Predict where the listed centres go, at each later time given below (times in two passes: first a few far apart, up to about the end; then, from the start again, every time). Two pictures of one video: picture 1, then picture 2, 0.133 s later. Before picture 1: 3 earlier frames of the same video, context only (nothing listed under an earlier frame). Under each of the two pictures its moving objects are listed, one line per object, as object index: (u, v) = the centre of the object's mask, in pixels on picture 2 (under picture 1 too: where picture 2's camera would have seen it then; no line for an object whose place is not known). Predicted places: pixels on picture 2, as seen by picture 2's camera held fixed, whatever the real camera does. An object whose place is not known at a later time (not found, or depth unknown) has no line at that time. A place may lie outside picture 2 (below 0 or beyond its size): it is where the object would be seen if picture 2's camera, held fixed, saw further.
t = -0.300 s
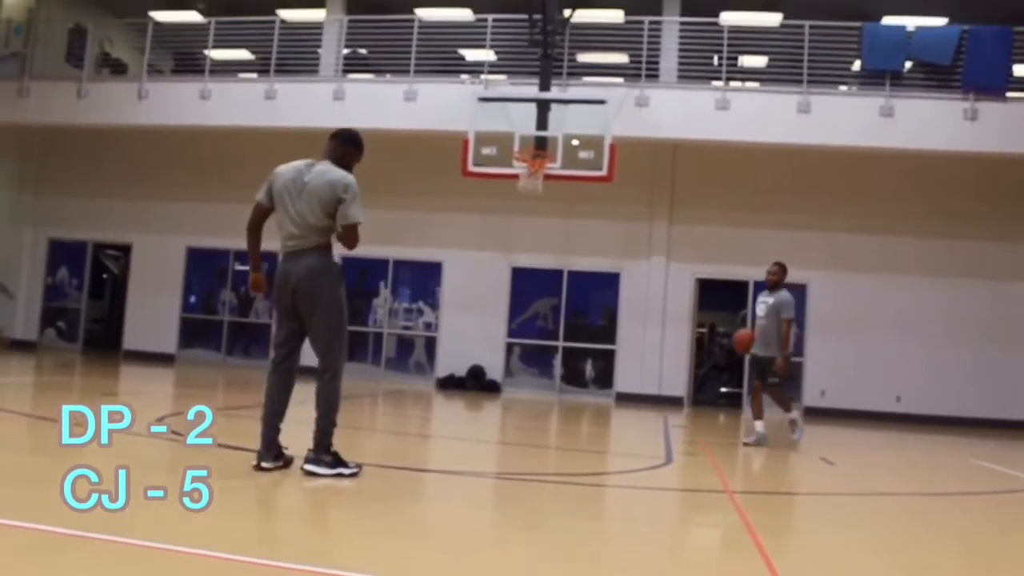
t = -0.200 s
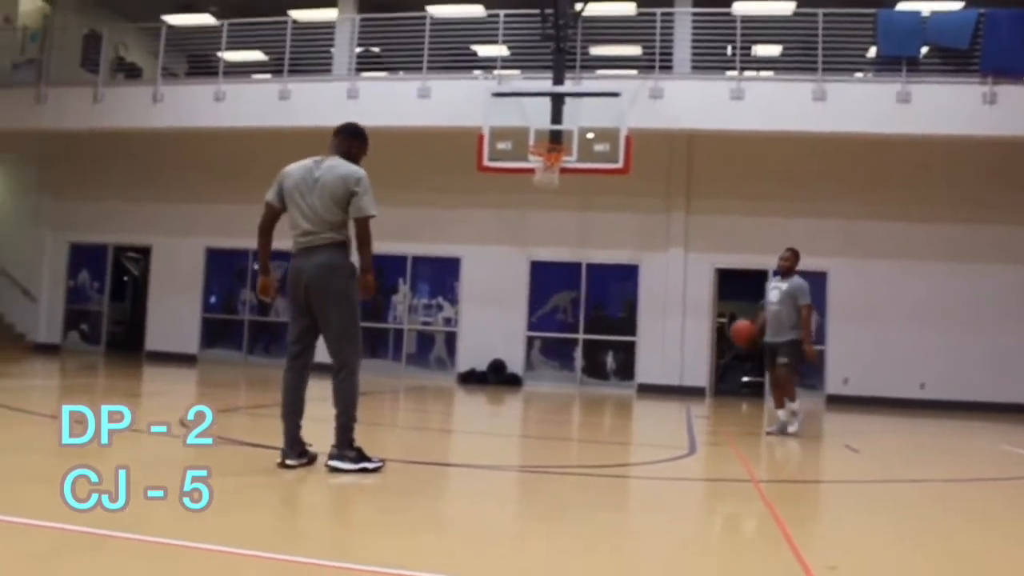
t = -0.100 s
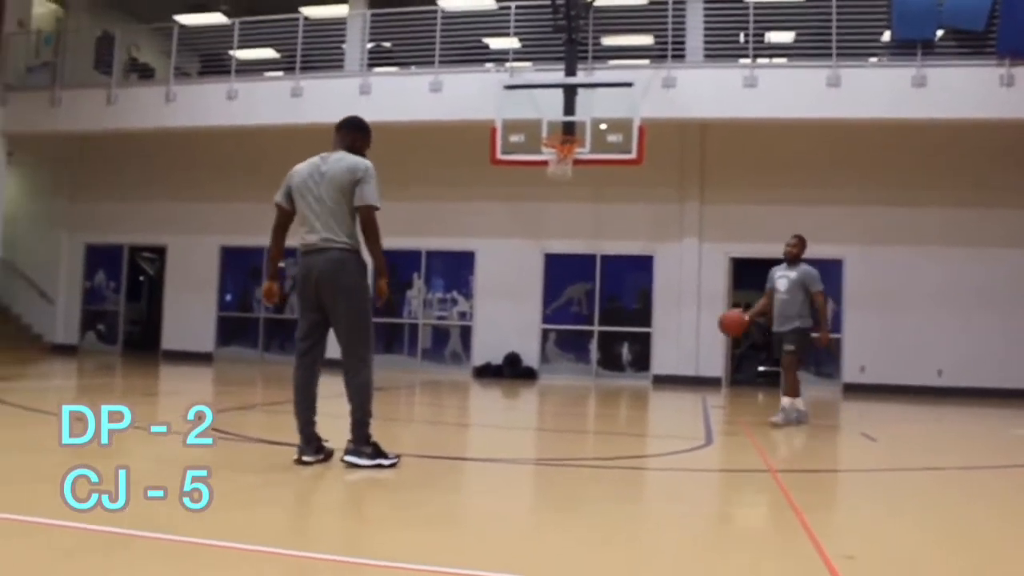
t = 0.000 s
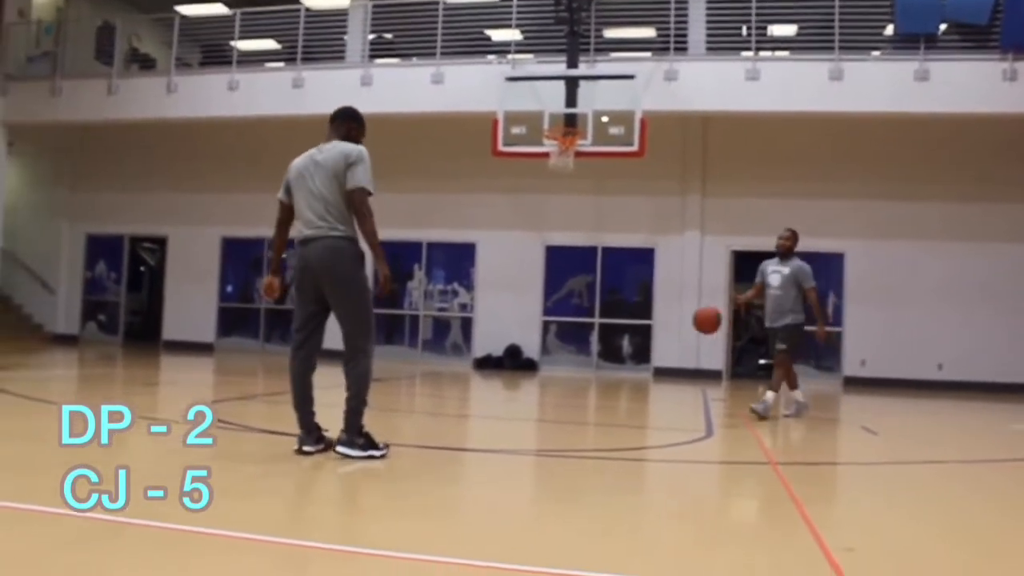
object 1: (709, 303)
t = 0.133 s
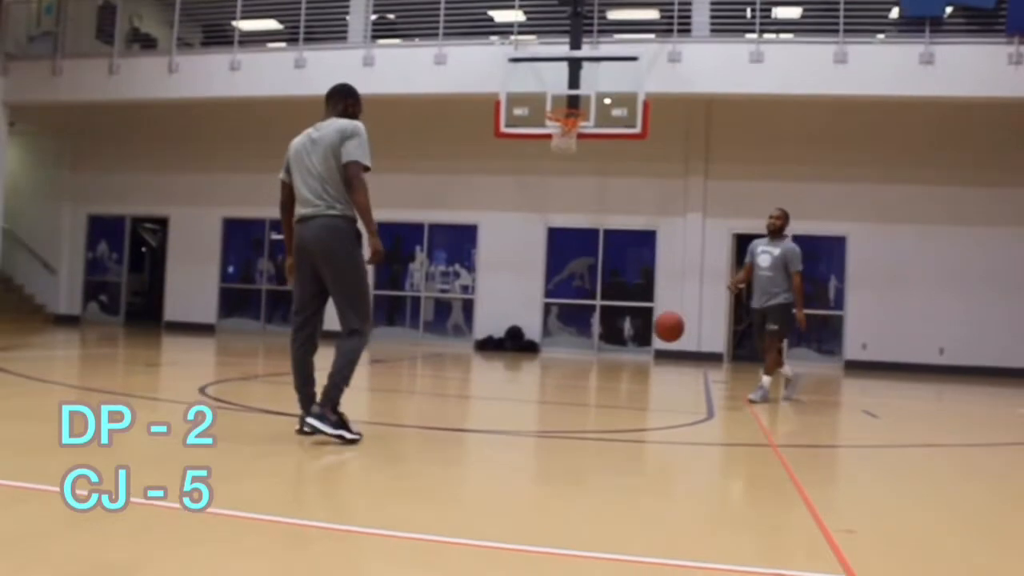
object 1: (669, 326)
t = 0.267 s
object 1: (622, 379)
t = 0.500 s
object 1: (556, 326)
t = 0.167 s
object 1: (658, 337)
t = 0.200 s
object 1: (646, 349)
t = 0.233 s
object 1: (635, 363)
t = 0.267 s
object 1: (622, 379)
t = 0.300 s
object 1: (610, 392)
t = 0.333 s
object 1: (602, 376)
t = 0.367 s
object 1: (593, 364)
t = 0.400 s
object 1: (584, 353)
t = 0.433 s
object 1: (575, 343)
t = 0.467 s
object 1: (566, 333)
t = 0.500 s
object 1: (556, 326)
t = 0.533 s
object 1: (546, 322)
